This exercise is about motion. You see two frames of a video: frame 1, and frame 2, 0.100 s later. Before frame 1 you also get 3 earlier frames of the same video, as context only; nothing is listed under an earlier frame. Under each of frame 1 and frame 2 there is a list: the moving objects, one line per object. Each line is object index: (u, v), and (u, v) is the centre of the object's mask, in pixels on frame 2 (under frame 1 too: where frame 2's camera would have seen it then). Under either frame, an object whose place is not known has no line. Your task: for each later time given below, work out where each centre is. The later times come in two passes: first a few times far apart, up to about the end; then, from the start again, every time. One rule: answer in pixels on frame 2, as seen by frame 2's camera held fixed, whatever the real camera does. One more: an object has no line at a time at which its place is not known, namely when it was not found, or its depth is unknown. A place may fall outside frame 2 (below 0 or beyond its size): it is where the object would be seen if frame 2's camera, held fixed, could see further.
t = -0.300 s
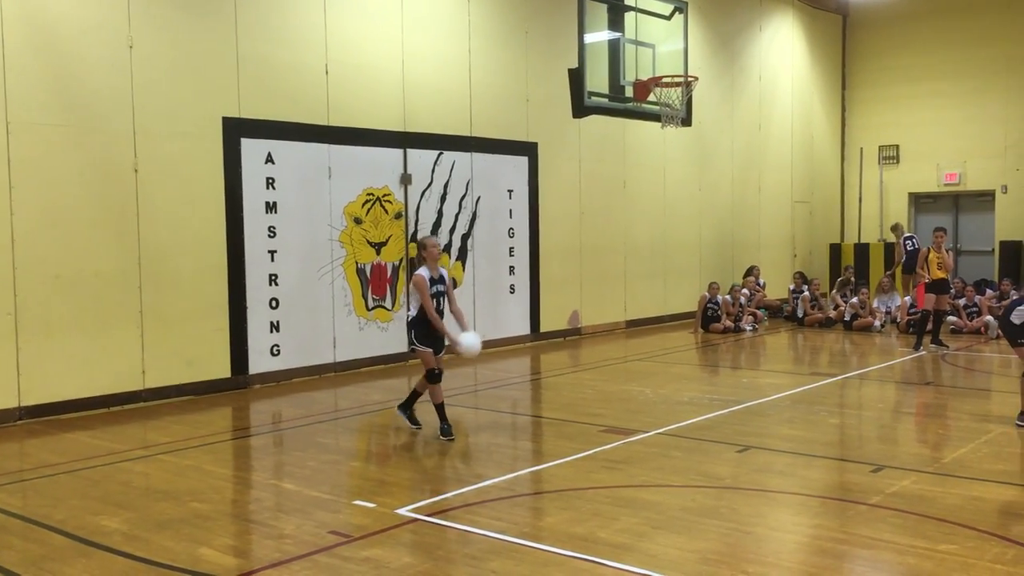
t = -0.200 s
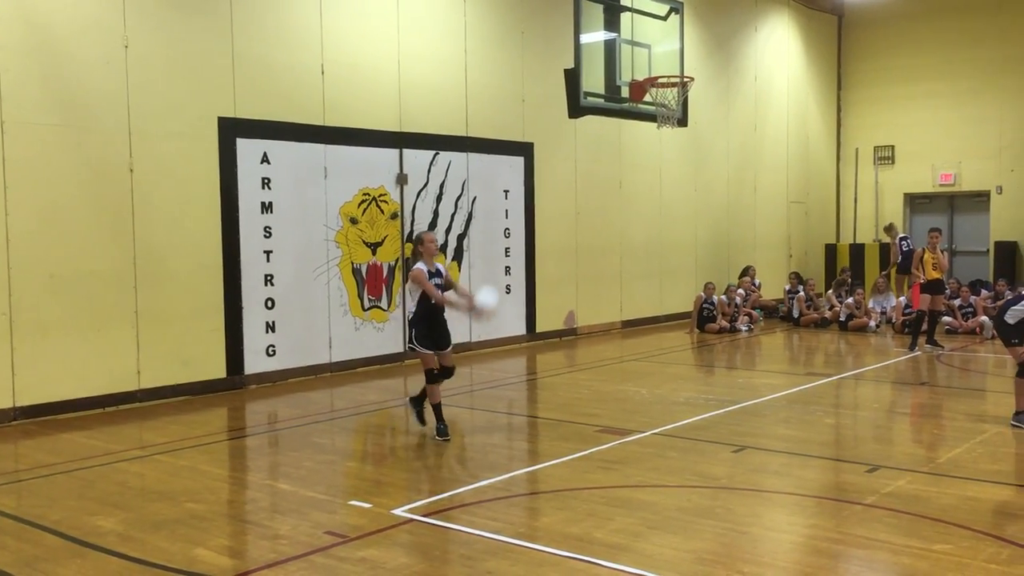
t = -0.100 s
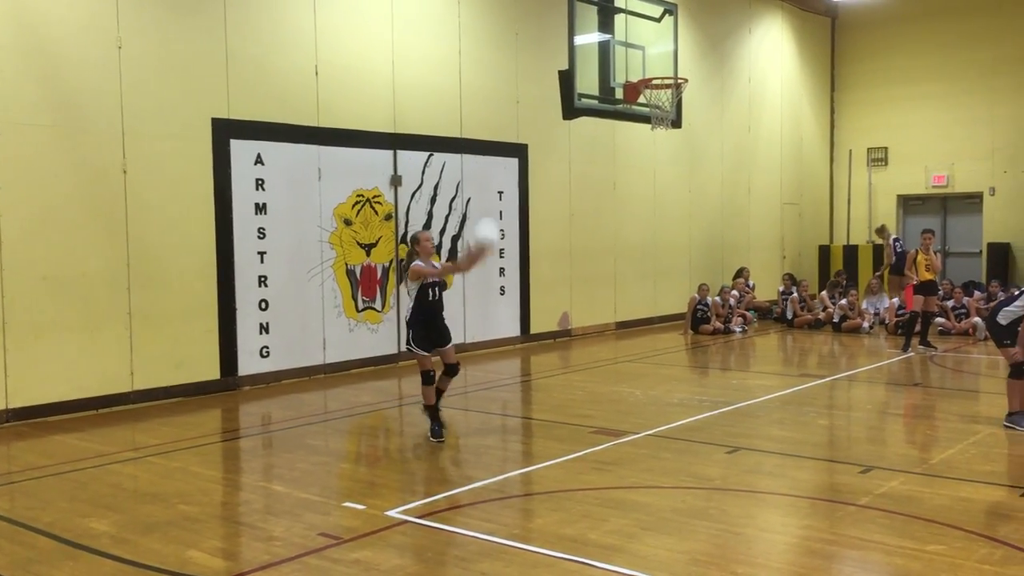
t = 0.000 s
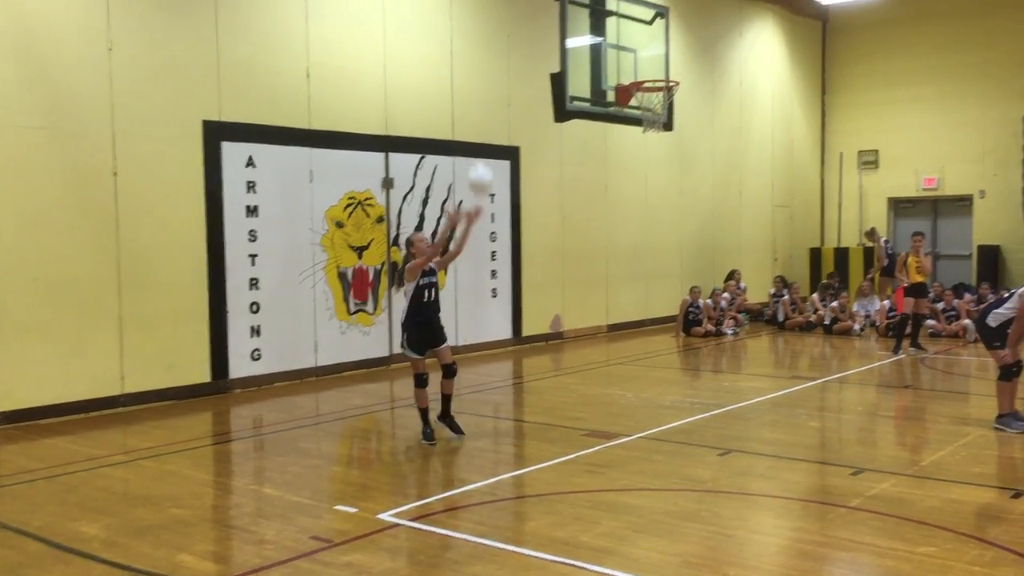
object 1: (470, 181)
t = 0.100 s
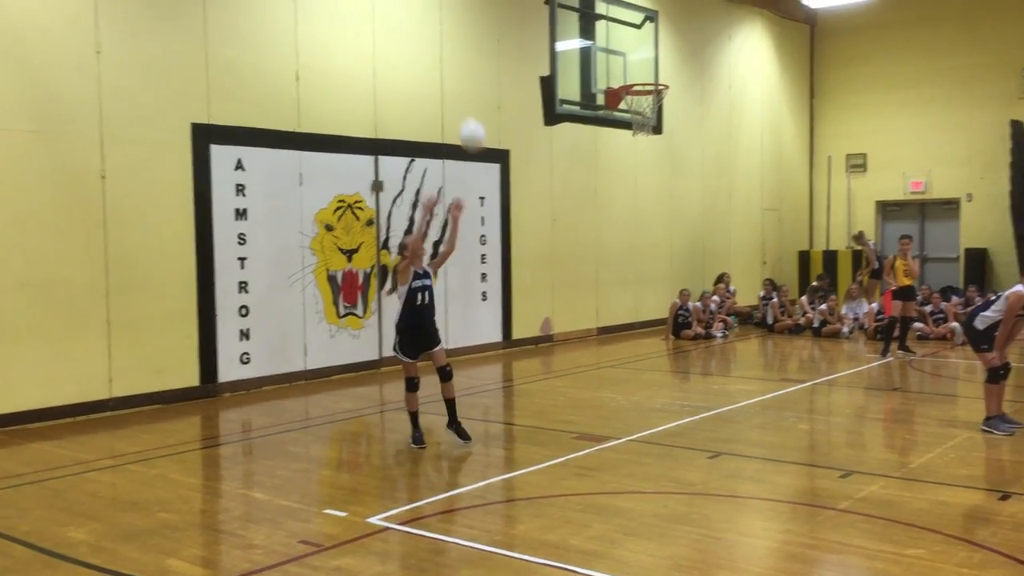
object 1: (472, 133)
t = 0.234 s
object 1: (474, 92)
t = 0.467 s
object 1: (481, 74)
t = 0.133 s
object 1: (472, 121)
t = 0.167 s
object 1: (473, 110)
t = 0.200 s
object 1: (474, 100)
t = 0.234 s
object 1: (474, 92)
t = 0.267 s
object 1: (475, 85)
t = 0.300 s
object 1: (476, 80)
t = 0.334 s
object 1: (477, 76)
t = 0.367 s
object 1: (478, 73)
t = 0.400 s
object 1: (479, 72)
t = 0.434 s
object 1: (480, 72)
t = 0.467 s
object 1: (481, 74)
